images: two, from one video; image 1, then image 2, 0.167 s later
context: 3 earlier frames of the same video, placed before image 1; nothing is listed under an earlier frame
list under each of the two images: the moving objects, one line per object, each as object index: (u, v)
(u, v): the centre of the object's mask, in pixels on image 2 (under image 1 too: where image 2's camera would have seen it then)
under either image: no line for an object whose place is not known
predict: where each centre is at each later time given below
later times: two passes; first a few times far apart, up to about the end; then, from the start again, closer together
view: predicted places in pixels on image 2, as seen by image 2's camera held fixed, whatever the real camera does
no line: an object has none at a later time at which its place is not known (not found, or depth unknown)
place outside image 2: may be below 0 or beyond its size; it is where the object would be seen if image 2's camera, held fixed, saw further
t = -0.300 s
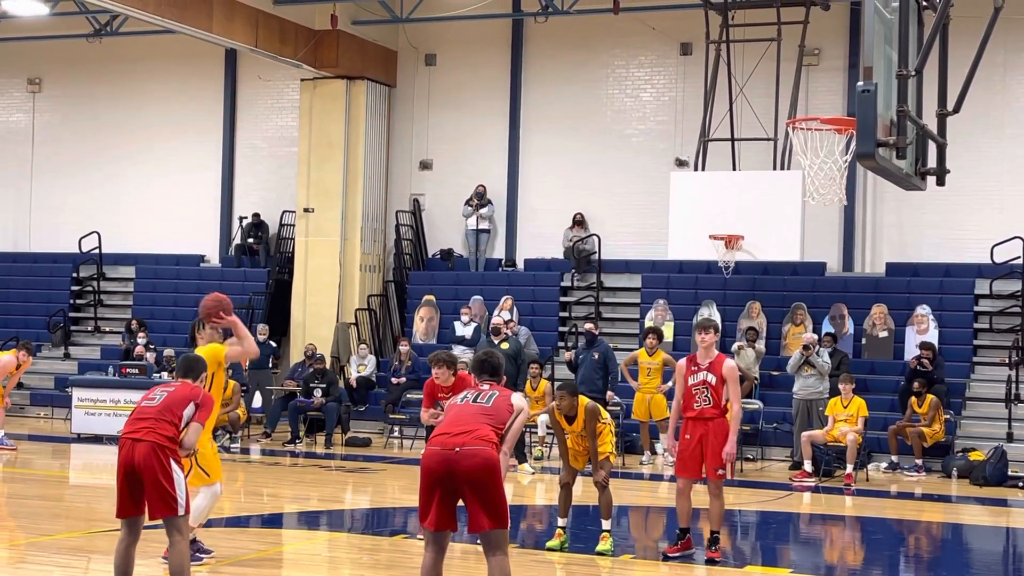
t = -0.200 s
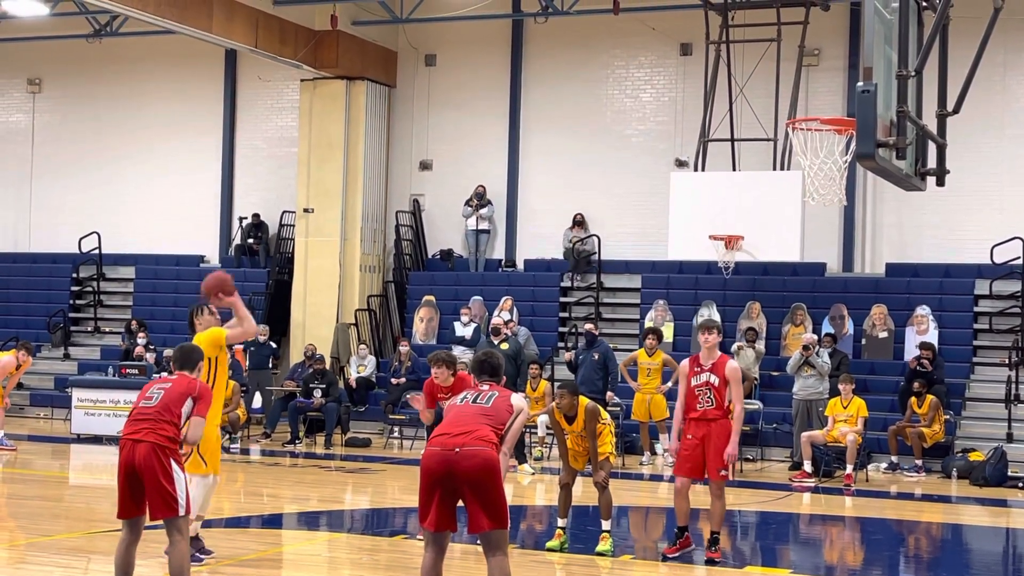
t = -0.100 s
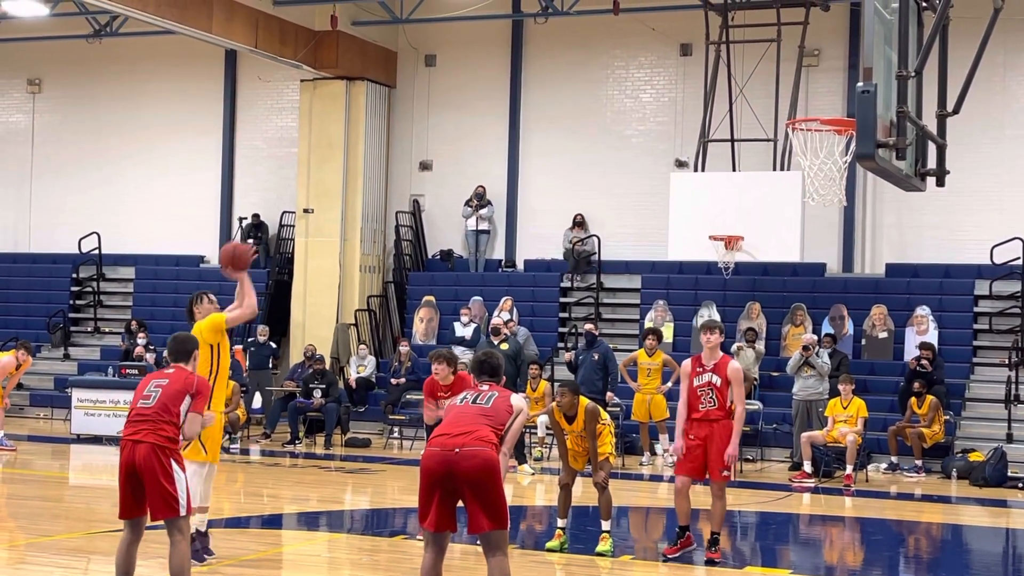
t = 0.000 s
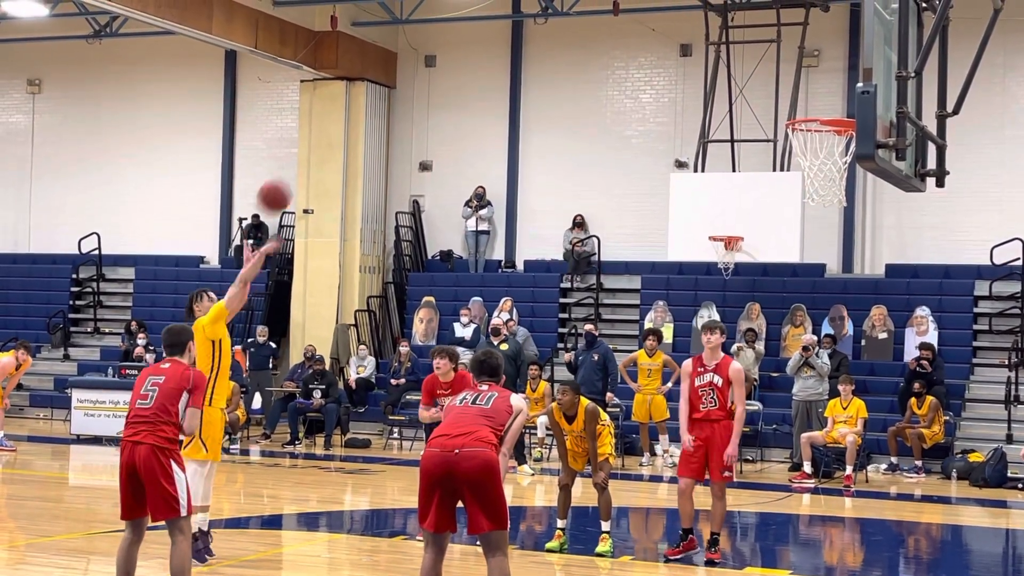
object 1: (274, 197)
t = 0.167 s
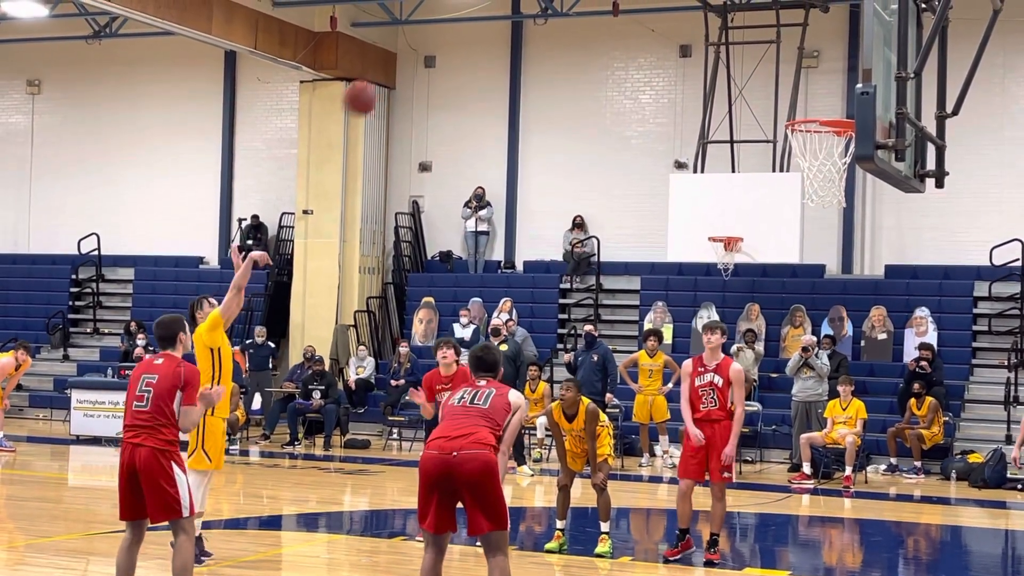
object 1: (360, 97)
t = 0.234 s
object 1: (394, 68)
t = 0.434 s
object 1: (503, 13)
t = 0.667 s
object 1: (633, 13)
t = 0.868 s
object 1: (752, 80)
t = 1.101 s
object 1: (775, 57)
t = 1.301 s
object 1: (764, 57)
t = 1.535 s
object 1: (749, 140)
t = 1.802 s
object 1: (729, 344)
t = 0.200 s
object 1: (378, 81)
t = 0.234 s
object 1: (394, 68)
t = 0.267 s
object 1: (412, 55)
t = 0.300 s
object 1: (430, 43)
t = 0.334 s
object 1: (448, 33)
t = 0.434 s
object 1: (503, 13)
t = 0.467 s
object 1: (520, 10)
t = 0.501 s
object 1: (538, 9)
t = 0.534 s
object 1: (557, 8)
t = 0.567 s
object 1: (575, 8)
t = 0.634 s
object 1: (614, 10)
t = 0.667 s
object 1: (633, 13)
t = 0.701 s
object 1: (653, 20)
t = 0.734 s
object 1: (672, 28)
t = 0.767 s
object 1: (690, 38)
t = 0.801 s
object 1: (711, 50)
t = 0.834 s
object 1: (732, 64)
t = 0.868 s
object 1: (752, 80)
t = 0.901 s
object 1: (771, 97)
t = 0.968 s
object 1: (781, 91)
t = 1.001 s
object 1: (780, 80)
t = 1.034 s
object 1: (778, 70)
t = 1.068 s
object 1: (776, 63)
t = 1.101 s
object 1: (775, 57)
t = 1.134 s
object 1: (773, 52)
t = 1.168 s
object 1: (772, 50)
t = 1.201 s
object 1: (770, 49)
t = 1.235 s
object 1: (768, 50)
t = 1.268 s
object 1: (766, 52)
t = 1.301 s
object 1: (764, 57)
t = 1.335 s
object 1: (762, 63)
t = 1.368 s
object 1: (760, 71)
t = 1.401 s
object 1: (758, 81)
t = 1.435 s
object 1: (756, 93)
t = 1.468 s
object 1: (754, 106)
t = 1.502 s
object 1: (751, 123)
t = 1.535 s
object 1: (749, 140)
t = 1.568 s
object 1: (746, 160)
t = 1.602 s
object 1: (744, 181)
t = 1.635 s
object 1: (741, 203)
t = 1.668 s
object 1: (739, 228)
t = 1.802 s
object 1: (729, 344)
